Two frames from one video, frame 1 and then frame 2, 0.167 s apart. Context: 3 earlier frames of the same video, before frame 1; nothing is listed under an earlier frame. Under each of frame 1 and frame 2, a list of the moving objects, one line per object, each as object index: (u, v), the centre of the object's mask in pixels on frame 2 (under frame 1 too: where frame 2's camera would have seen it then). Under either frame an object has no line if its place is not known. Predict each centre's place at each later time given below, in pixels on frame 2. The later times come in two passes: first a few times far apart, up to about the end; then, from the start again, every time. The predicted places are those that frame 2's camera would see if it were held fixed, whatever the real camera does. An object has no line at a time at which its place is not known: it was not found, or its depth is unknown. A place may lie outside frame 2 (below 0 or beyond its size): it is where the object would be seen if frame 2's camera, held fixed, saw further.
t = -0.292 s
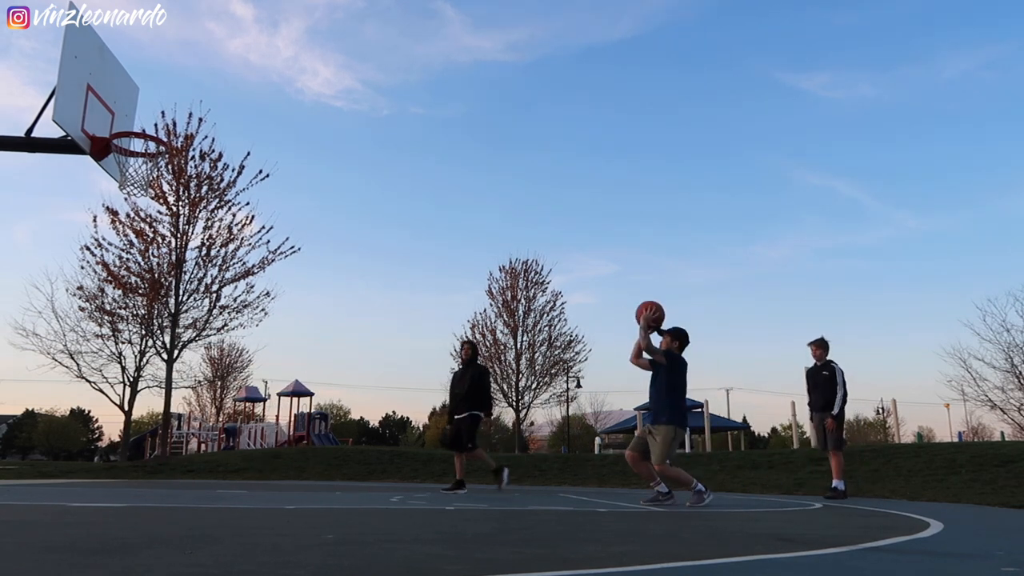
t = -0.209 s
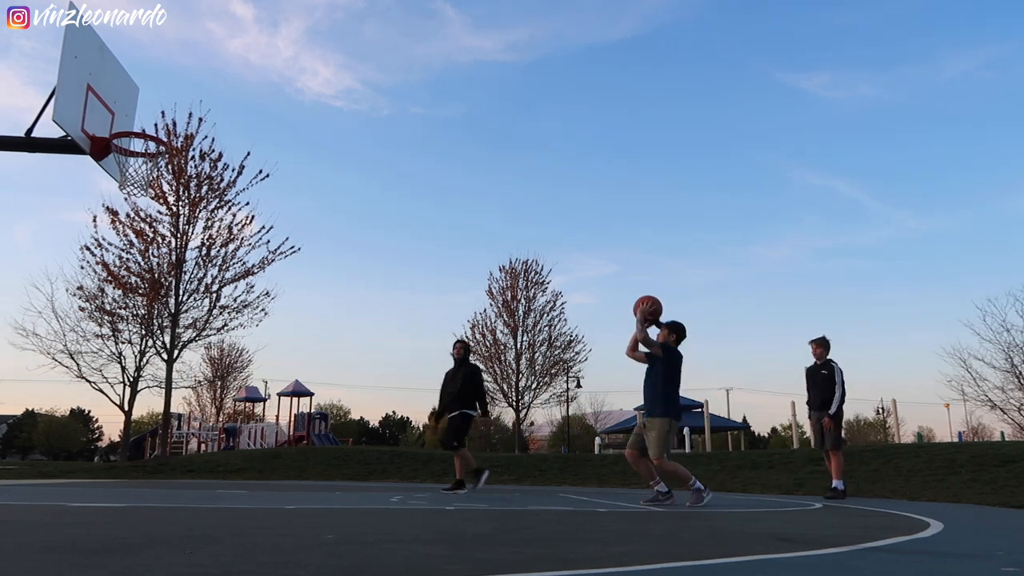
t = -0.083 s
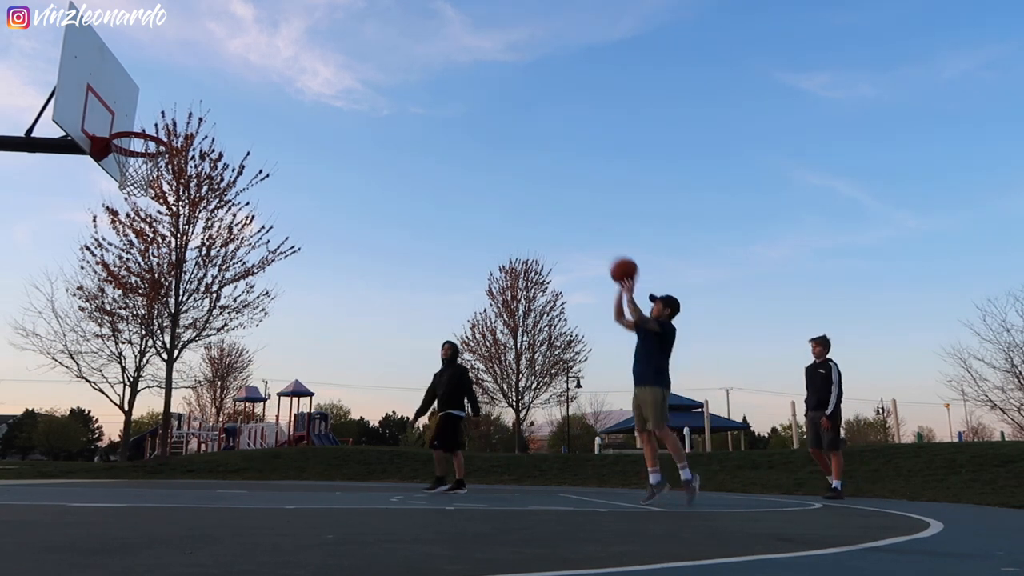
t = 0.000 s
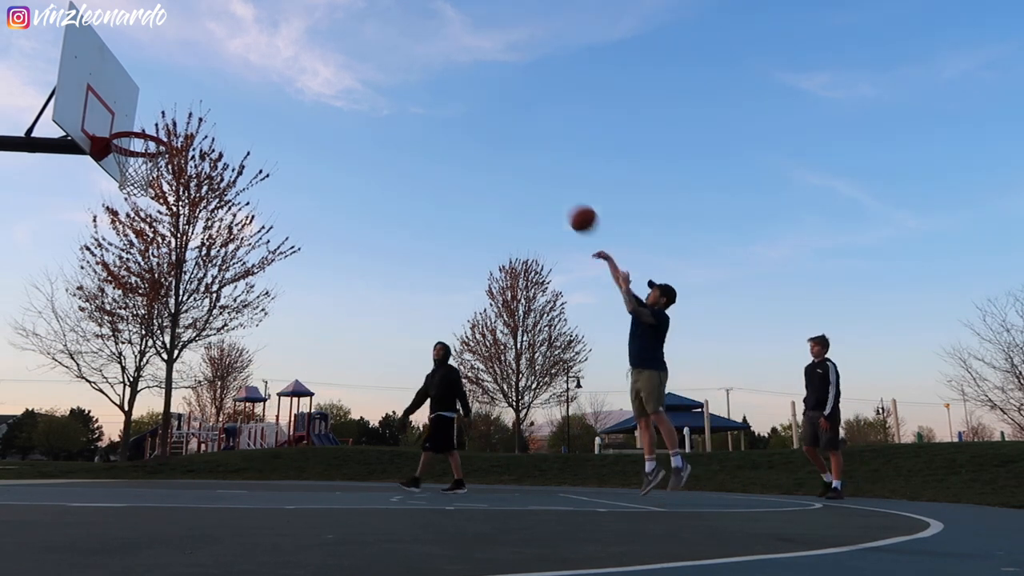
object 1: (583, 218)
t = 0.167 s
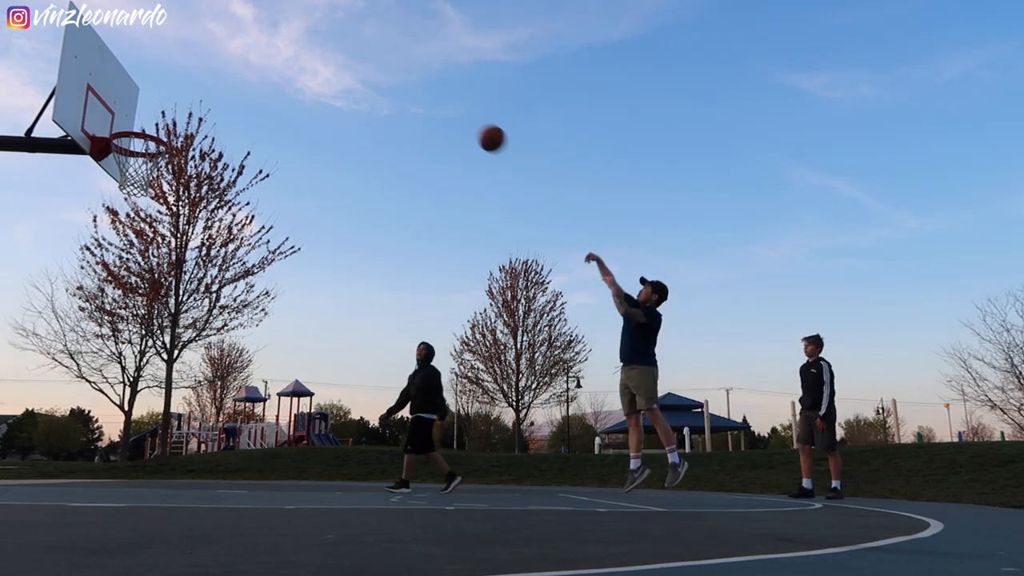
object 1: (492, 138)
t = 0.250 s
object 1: (447, 110)
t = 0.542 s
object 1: (297, 70)
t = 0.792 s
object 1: (166, 103)
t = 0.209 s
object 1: (470, 123)
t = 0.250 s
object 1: (447, 110)
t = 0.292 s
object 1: (426, 99)
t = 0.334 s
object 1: (404, 90)
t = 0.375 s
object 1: (383, 83)
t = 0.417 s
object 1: (362, 77)
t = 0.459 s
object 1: (340, 72)
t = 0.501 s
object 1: (319, 70)
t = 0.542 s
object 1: (297, 70)
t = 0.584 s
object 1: (276, 71)
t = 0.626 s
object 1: (254, 74)
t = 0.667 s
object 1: (232, 79)
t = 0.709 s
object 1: (211, 85)
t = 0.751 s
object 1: (189, 93)
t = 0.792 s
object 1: (166, 103)
